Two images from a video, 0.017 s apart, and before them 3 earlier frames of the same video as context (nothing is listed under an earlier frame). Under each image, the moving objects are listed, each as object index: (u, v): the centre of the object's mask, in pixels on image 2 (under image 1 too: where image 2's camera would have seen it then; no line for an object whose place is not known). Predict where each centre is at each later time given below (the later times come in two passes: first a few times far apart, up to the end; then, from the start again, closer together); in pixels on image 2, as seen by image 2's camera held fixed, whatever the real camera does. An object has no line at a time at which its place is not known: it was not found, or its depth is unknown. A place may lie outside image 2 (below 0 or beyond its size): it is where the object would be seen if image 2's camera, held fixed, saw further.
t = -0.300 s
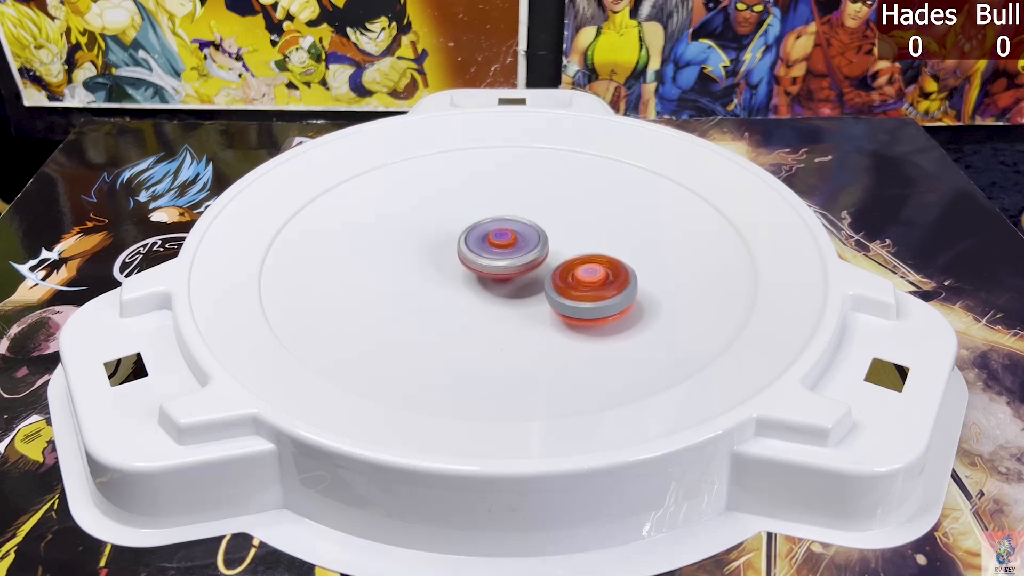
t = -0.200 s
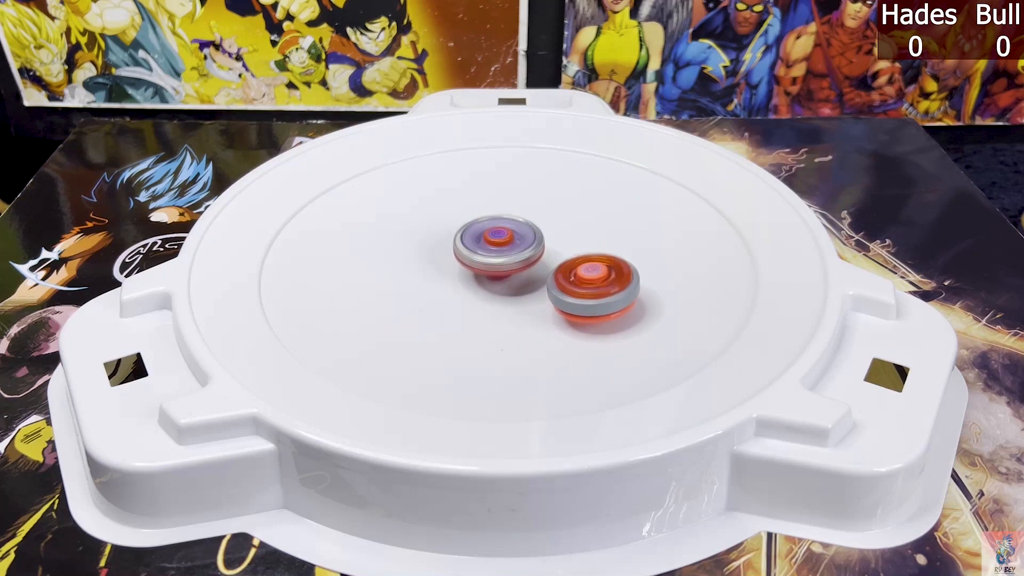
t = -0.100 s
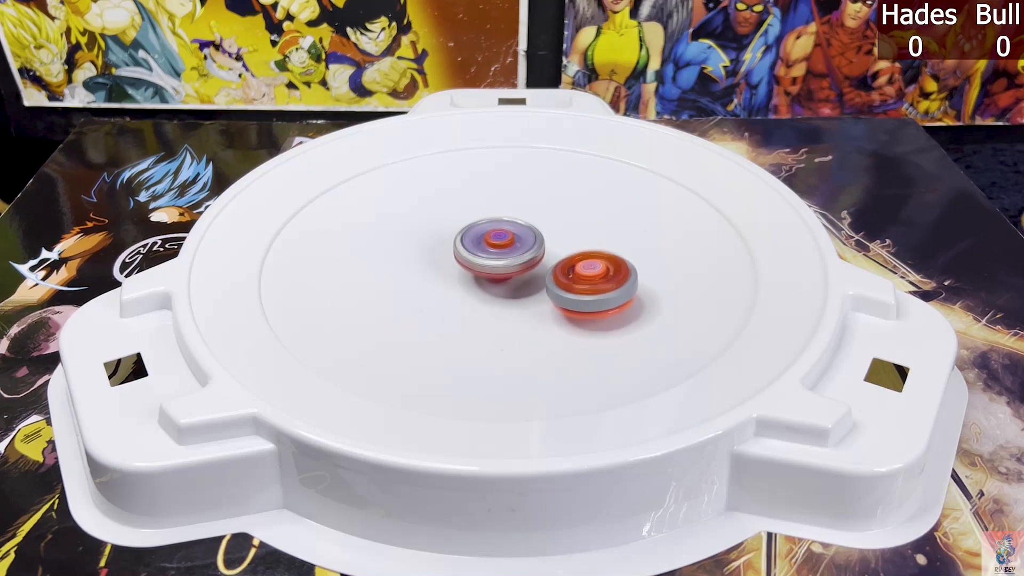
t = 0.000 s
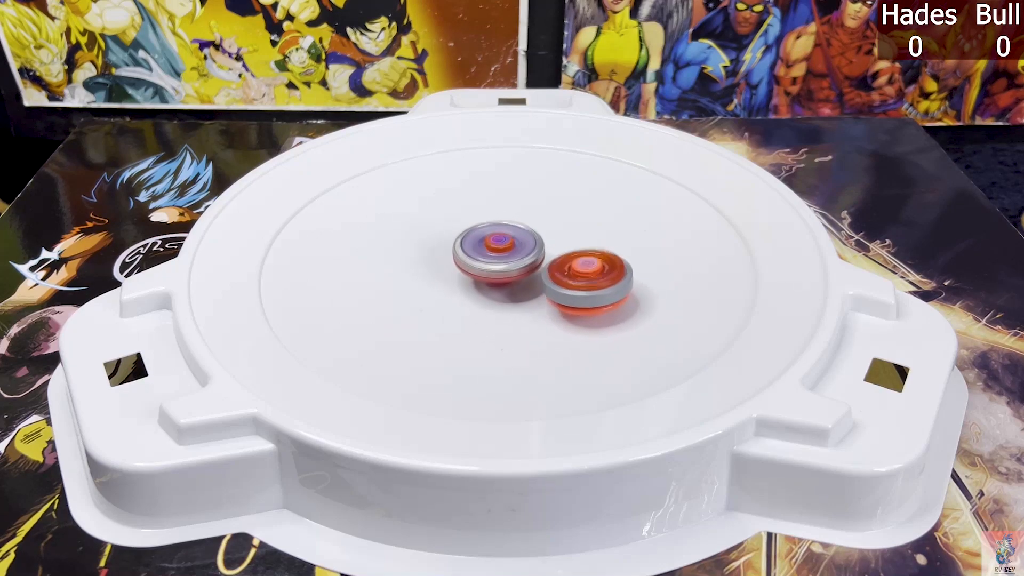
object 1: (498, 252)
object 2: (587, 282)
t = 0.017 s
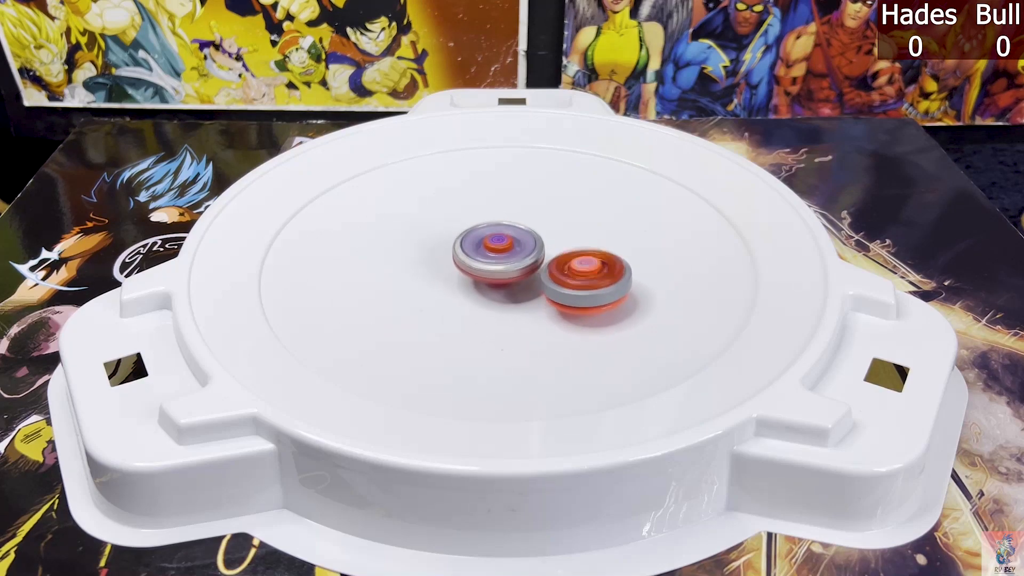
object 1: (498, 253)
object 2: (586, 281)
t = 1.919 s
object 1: (478, 266)
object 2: (562, 216)
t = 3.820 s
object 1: (522, 269)
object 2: (431, 227)
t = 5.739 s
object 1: (517, 252)
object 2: (443, 288)
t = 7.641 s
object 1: (493, 245)
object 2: (532, 312)
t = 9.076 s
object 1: (497, 258)
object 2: (603, 269)
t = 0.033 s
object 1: (498, 253)
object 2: (585, 281)
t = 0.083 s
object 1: (496, 255)
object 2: (582, 280)
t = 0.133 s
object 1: (491, 254)
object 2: (582, 279)
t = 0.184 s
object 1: (488, 253)
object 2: (580, 278)
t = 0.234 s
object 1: (487, 253)
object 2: (576, 276)
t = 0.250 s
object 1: (487, 253)
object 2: (575, 276)
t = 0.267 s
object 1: (487, 253)
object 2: (574, 276)
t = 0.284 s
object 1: (483, 252)
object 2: (578, 276)
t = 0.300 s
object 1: (479, 251)
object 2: (582, 277)
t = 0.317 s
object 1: (477, 250)
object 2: (584, 277)
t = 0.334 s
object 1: (474, 249)
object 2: (585, 277)
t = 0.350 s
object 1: (472, 249)
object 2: (584, 277)
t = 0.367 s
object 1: (471, 248)
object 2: (583, 276)
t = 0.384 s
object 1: (470, 248)
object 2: (583, 276)
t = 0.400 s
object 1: (469, 248)
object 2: (582, 275)
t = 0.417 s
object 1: (469, 248)
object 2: (581, 275)
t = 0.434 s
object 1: (469, 248)
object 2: (580, 274)
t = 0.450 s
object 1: (469, 248)
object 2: (579, 273)
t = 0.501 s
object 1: (469, 250)
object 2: (576, 272)
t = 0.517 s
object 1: (470, 250)
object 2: (575, 271)
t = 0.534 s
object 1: (470, 250)
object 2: (574, 270)
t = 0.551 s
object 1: (470, 251)
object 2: (573, 269)
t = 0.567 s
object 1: (470, 251)
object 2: (572, 269)
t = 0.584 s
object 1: (470, 252)
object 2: (571, 269)
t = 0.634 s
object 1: (472, 253)
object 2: (567, 266)
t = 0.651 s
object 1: (472, 253)
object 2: (566, 266)
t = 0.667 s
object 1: (472, 254)
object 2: (565, 266)
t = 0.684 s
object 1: (473, 254)
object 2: (564, 265)
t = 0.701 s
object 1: (465, 253)
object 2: (573, 265)
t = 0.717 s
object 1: (457, 252)
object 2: (582, 266)
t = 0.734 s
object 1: (452, 250)
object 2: (589, 265)
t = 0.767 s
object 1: (444, 249)
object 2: (598, 265)
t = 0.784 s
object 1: (442, 248)
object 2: (600, 265)
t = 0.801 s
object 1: (440, 248)
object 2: (601, 264)
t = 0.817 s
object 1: (439, 247)
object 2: (601, 263)
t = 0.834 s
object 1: (439, 247)
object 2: (601, 262)
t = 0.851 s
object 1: (439, 247)
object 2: (601, 261)
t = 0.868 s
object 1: (439, 247)
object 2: (600, 260)
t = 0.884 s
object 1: (440, 247)
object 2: (600, 260)
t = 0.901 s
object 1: (441, 247)
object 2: (599, 259)
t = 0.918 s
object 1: (442, 248)
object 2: (599, 258)
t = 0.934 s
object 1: (443, 248)
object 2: (598, 257)
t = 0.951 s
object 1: (444, 249)
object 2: (598, 256)
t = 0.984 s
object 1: (446, 249)
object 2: (596, 254)
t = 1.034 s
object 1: (450, 250)
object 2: (594, 252)
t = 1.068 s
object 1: (452, 251)
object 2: (593, 251)
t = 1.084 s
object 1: (454, 251)
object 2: (592, 250)
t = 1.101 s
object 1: (455, 252)
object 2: (591, 249)
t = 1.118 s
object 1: (457, 252)
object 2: (590, 249)
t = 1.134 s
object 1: (458, 253)
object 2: (589, 248)
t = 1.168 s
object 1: (461, 253)
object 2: (587, 247)
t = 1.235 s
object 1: (467, 254)
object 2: (583, 244)
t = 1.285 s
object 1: (472, 255)
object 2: (580, 242)
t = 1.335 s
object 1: (477, 255)
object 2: (576, 241)
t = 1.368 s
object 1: (480, 255)
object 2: (573, 240)
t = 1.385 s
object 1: (481, 255)
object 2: (572, 239)
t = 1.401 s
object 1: (483, 255)
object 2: (571, 239)
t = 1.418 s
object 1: (484, 255)
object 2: (570, 238)
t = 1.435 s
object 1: (486, 255)
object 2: (568, 237)
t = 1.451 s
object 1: (486, 255)
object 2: (569, 236)
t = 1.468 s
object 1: (485, 255)
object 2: (570, 236)
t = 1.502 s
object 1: (485, 255)
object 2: (568, 235)
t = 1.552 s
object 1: (486, 255)
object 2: (565, 233)
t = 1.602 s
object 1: (483, 255)
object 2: (566, 230)
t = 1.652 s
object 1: (482, 256)
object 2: (563, 229)
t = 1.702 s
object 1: (484, 256)
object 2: (561, 227)
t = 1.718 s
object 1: (485, 256)
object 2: (560, 227)
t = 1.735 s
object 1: (486, 256)
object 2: (559, 226)
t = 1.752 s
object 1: (488, 256)
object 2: (559, 226)
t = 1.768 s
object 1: (489, 256)
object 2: (558, 225)
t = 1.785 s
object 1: (488, 257)
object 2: (559, 223)
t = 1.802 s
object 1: (485, 259)
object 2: (561, 221)
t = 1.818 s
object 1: (482, 261)
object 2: (564, 219)
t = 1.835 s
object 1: (481, 262)
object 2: (565, 218)
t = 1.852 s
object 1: (479, 263)
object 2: (565, 218)
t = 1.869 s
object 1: (479, 264)
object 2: (564, 217)
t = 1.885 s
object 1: (478, 265)
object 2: (563, 217)
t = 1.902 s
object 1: (478, 266)
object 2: (563, 216)
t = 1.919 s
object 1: (478, 266)
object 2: (562, 216)
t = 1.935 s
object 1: (479, 266)
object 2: (561, 215)
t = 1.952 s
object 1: (480, 267)
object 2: (560, 215)
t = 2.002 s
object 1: (483, 267)
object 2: (556, 214)
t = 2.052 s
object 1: (487, 268)
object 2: (553, 214)
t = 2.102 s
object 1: (491, 269)
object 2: (549, 215)
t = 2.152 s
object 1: (495, 270)
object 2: (546, 215)
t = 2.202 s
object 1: (498, 271)
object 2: (543, 215)
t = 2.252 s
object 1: (501, 271)
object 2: (540, 216)
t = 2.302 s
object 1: (503, 271)
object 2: (536, 217)
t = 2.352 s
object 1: (505, 271)
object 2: (532, 217)
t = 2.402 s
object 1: (507, 270)
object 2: (529, 218)
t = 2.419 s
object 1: (508, 270)
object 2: (528, 219)
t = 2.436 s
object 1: (508, 270)
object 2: (527, 219)
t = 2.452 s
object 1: (509, 270)
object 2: (526, 219)
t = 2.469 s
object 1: (507, 272)
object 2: (525, 218)
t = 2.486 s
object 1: (506, 276)
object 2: (525, 217)
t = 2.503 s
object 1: (505, 278)
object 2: (525, 216)
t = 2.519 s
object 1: (504, 279)
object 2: (525, 215)
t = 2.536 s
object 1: (503, 280)
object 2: (524, 214)
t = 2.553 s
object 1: (502, 281)
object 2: (523, 215)
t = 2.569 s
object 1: (501, 281)
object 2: (521, 215)
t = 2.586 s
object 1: (500, 282)
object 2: (520, 215)
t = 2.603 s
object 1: (500, 282)
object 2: (518, 216)
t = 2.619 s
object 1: (499, 282)
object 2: (517, 216)
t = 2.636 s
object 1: (499, 282)
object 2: (515, 216)
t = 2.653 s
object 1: (499, 281)
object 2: (514, 216)
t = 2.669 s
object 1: (499, 281)
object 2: (513, 217)
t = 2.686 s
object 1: (499, 281)
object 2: (511, 217)
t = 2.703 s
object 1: (499, 280)
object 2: (510, 217)
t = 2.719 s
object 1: (499, 280)
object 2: (508, 218)
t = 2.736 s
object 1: (500, 280)
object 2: (507, 218)
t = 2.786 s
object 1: (501, 279)
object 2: (502, 219)
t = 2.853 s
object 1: (502, 277)
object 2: (497, 220)
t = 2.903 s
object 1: (503, 275)
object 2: (493, 221)
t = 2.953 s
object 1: (503, 274)
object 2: (488, 221)
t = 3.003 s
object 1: (504, 272)
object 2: (484, 222)
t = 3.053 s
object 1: (504, 275)
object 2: (479, 221)
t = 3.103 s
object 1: (504, 276)
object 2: (476, 221)
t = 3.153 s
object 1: (504, 276)
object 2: (472, 222)
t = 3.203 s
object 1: (503, 275)
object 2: (468, 223)
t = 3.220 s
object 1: (502, 275)
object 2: (466, 223)
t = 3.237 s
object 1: (502, 274)
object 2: (465, 224)
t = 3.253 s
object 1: (502, 274)
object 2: (463, 224)
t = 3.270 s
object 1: (502, 273)
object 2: (462, 225)
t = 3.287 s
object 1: (502, 272)
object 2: (461, 225)
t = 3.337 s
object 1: (502, 270)
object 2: (457, 225)
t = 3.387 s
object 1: (503, 270)
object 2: (453, 226)
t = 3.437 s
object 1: (505, 270)
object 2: (451, 227)
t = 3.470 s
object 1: (506, 270)
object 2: (449, 228)
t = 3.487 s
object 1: (506, 270)
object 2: (448, 228)
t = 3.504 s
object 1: (506, 270)
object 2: (447, 226)
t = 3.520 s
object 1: (506, 270)
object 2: (446, 229)
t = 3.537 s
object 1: (506, 269)
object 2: (446, 229)
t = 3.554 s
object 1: (506, 268)
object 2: (445, 227)
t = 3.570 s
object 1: (506, 268)
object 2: (444, 230)
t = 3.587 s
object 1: (506, 267)
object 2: (443, 231)
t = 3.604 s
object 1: (505, 266)
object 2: (443, 229)
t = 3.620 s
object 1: (506, 266)
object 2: (442, 229)
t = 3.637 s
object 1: (506, 265)
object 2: (441, 230)
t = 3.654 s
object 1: (507, 265)
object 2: (440, 230)
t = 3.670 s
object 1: (510, 266)
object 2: (438, 228)
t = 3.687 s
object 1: (513, 268)
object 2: (436, 227)
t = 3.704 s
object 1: (515, 268)
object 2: (435, 225)
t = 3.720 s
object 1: (517, 269)
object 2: (434, 225)
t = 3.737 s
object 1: (519, 269)
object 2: (433, 225)
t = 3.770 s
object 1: (520, 269)
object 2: (432, 226)
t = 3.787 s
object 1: (521, 269)
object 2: (432, 226)
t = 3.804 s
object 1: (521, 269)
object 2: (432, 226)
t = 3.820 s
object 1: (522, 269)
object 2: (431, 227)
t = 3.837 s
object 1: (522, 269)
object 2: (431, 227)
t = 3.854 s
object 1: (522, 268)
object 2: (431, 228)
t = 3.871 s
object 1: (522, 268)
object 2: (431, 229)
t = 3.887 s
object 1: (523, 267)
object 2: (430, 229)
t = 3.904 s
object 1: (523, 266)
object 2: (430, 230)
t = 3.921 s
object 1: (524, 265)
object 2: (430, 230)
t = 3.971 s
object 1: (525, 263)
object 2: (431, 232)
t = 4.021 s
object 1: (526, 262)
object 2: (432, 234)
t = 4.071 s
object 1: (527, 260)
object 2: (434, 237)
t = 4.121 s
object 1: (527, 259)
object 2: (436, 239)
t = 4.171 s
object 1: (527, 257)
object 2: (438, 242)
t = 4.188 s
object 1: (527, 257)
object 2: (439, 242)
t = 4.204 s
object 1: (527, 256)
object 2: (440, 243)
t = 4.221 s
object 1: (527, 256)
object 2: (440, 244)
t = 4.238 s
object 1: (528, 256)
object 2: (440, 245)
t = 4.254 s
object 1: (530, 257)
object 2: (438, 244)
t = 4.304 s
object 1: (535, 257)
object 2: (437, 245)
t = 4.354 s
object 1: (537, 258)
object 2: (439, 248)
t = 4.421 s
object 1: (535, 259)
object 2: (441, 251)
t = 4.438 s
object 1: (535, 259)
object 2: (441, 252)
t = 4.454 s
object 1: (534, 259)
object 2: (442, 253)
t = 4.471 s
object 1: (533, 259)
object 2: (442, 254)
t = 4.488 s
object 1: (533, 259)
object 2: (442, 255)
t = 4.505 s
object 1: (537, 259)
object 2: (438, 255)
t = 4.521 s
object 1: (540, 260)
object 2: (434, 254)
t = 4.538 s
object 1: (542, 260)
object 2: (432, 255)
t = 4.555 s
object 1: (544, 260)
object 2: (432, 255)
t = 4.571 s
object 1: (545, 261)
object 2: (432, 256)
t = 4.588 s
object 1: (545, 261)
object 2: (432, 257)
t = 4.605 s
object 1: (546, 261)
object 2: (432, 258)
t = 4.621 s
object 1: (546, 262)
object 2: (432, 259)
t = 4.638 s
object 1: (546, 262)
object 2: (432, 259)
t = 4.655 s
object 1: (545, 262)
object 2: (432, 260)
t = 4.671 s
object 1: (544, 262)
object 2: (433, 261)
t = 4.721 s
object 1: (542, 262)
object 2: (433, 264)
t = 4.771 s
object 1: (540, 262)
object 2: (434, 266)
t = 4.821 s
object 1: (537, 261)
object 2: (435, 268)
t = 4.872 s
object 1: (534, 261)
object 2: (436, 270)
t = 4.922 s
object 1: (531, 261)
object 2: (437, 272)
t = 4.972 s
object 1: (529, 261)
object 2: (438, 274)
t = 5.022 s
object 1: (530, 260)
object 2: (436, 276)
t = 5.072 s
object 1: (532, 260)
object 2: (436, 278)
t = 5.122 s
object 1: (531, 260)
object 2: (437, 279)
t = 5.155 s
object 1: (530, 261)
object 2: (437, 281)
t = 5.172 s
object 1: (529, 261)
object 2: (437, 281)
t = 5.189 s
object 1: (528, 261)
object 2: (438, 281)
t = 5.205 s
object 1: (527, 261)
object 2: (438, 282)
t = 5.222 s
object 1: (526, 261)
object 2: (438, 282)
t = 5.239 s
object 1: (528, 260)
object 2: (434, 283)
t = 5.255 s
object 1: (530, 260)
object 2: (431, 284)
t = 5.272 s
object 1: (532, 259)
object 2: (429, 284)
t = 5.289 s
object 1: (532, 259)
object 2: (429, 284)
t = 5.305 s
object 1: (533, 259)
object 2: (429, 284)
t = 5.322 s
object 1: (532, 259)
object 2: (429, 285)
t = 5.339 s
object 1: (533, 258)
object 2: (430, 285)
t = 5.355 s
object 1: (532, 258)
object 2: (430, 285)
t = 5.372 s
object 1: (532, 258)
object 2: (430, 286)
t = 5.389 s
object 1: (532, 258)
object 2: (430, 286)
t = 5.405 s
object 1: (531, 258)
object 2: (431, 286)
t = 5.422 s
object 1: (530, 258)
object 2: (431, 286)
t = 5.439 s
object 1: (529, 258)
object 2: (432, 287)
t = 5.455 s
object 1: (528, 258)
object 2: (432, 287)
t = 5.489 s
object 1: (526, 257)
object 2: (433, 287)
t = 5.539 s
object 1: (522, 257)
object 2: (435, 288)
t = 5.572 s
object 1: (519, 256)
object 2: (437, 288)
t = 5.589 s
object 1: (518, 256)
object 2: (438, 288)
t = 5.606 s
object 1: (517, 256)
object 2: (438, 288)
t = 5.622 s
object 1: (517, 255)
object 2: (439, 288)
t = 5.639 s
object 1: (517, 254)
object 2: (438, 288)
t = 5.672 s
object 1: (517, 253)
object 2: (440, 288)
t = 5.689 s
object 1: (518, 253)
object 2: (441, 288)
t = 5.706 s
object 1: (517, 252)
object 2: (442, 288)
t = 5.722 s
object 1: (518, 252)
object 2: (443, 288)
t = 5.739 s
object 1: (517, 252)
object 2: (443, 288)
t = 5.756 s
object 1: (518, 251)
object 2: (445, 288)
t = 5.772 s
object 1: (518, 251)
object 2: (444, 288)
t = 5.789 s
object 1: (519, 251)
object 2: (445, 288)
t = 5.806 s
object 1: (519, 250)
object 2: (446, 288)
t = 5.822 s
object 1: (520, 250)
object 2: (447, 288)
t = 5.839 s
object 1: (520, 249)
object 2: (448, 288)
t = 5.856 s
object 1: (521, 249)
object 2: (449, 288)
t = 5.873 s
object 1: (521, 249)
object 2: (450, 288)
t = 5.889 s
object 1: (521, 249)
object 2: (450, 288)
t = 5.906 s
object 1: (526, 247)
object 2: (443, 290)
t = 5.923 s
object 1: (530, 244)
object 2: (437, 292)
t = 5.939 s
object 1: (534, 243)
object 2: (433, 293)
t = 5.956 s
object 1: (536, 241)
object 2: (431, 293)
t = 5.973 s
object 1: (538, 240)
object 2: (429, 294)
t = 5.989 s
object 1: (539, 240)
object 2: (430, 294)
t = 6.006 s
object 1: (540, 239)
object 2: (431, 294)
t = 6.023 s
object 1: (541, 239)
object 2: (432, 294)
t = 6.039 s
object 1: (541, 239)
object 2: (433, 294)
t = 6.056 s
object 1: (541, 239)
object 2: (434, 295)
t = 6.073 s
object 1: (541, 238)
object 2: (436, 295)
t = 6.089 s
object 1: (540, 238)
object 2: (437, 295)
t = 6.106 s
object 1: (540, 238)
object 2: (438, 295)
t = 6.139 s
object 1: (539, 238)
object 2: (441, 296)
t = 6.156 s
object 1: (538, 238)
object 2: (442, 296)
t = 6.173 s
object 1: (538, 238)
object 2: (444, 296)
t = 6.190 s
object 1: (537, 237)
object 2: (445, 296)
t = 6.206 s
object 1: (536, 237)
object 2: (446, 296)
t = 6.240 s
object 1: (535, 237)
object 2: (449, 296)
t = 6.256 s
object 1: (535, 237)
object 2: (450, 296)
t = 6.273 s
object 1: (534, 237)
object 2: (452, 296)
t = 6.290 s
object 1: (533, 237)
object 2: (453, 296)
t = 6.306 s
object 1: (533, 237)
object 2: (455, 296)
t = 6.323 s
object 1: (532, 238)
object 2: (456, 296)
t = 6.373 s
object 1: (531, 238)
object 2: (460, 296)
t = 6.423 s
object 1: (529, 240)
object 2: (465, 296)
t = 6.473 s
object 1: (527, 240)
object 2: (470, 296)
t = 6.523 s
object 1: (526, 241)
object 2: (475, 296)
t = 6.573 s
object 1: (525, 242)
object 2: (481, 295)
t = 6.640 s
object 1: (526, 240)
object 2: (481, 300)
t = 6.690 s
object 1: (527, 240)
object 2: (486, 300)
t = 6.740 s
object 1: (528, 241)
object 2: (490, 300)
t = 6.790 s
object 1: (527, 242)
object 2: (494, 301)
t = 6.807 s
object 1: (527, 242)
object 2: (496, 301)
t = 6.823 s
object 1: (526, 243)
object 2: (498, 301)
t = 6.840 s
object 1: (525, 244)
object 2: (499, 301)
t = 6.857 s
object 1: (524, 244)
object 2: (500, 303)
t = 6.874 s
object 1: (525, 243)
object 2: (499, 305)
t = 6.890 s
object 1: (524, 243)
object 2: (499, 307)
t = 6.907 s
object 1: (524, 242)
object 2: (500, 307)
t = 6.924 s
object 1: (524, 242)
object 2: (501, 307)
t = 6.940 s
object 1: (524, 242)
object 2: (502, 307)
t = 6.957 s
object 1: (524, 242)
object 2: (503, 307)
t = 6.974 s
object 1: (523, 242)
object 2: (504, 308)
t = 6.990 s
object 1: (523, 242)
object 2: (505, 308)
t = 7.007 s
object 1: (523, 243)
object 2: (506, 308)
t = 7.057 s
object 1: (520, 244)
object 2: (509, 309)
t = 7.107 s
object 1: (518, 246)
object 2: (512, 310)
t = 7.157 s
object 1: (514, 248)
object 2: (515, 310)
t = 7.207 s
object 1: (511, 249)
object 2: (518, 309)
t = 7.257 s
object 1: (507, 250)
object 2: (520, 309)
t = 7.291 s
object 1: (505, 251)
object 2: (520, 309)
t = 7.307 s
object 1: (504, 251)
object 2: (521, 308)
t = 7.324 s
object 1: (503, 252)
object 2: (522, 308)
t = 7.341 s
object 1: (502, 251)
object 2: (523, 310)
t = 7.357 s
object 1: (502, 249)
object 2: (523, 314)
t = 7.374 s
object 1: (501, 248)
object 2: (524, 316)
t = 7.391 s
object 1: (500, 246)
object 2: (525, 317)
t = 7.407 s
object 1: (500, 245)
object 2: (525, 317)
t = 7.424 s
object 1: (499, 244)
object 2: (526, 317)
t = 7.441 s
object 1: (499, 244)
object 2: (526, 316)
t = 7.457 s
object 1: (499, 244)
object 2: (527, 316)
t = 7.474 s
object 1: (498, 243)
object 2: (527, 316)
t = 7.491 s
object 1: (498, 243)
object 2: (528, 316)
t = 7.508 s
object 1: (498, 243)
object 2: (528, 316)
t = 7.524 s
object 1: (498, 244)
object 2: (529, 316)
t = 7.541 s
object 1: (497, 244)
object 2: (529, 315)
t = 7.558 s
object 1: (497, 244)
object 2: (530, 315)
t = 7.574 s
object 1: (496, 244)
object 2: (531, 315)
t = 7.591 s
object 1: (495, 244)
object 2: (531, 314)
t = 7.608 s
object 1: (494, 245)
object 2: (532, 313)
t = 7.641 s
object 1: (493, 245)
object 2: (532, 312)
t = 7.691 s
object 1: (491, 246)
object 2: (533, 311)
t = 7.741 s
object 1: (489, 247)
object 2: (534, 309)
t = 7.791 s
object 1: (488, 247)
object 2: (536, 307)
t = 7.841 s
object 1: (487, 248)
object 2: (536, 304)
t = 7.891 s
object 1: (487, 248)
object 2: (537, 302)
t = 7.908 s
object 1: (487, 248)
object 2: (538, 301)
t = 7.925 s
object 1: (487, 248)
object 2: (539, 300)
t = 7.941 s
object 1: (487, 249)
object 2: (539, 300)
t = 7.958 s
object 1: (487, 249)
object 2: (540, 299)
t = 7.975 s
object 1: (486, 249)
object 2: (541, 298)
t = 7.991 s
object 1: (485, 246)
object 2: (545, 302)
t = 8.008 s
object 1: (483, 242)
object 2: (550, 305)
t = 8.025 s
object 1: (481, 239)
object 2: (554, 308)
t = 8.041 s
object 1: (480, 237)
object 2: (557, 310)
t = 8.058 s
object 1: (479, 235)
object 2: (559, 310)
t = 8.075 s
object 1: (479, 234)
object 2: (561, 310)
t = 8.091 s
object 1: (478, 233)
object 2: (562, 309)
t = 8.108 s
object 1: (479, 232)
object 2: (563, 309)
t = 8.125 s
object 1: (479, 232)
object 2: (564, 308)
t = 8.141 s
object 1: (480, 232)
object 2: (566, 307)
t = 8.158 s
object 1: (481, 232)
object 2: (567, 306)
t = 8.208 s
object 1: (483, 233)
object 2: (570, 304)
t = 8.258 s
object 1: (484, 234)
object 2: (575, 301)
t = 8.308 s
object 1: (485, 236)
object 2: (578, 299)
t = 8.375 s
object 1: (487, 239)
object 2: (582, 296)
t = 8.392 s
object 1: (488, 240)
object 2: (583, 295)
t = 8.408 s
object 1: (488, 240)
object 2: (584, 294)
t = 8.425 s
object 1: (489, 241)
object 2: (585, 294)
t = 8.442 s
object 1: (489, 242)
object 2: (585, 293)
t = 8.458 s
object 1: (490, 242)
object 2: (586, 292)
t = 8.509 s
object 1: (492, 245)
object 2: (588, 290)
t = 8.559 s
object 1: (493, 246)
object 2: (590, 287)
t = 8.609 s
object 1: (495, 249)
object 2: (591, 285)
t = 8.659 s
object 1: (497, 250)
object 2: (592, 283)
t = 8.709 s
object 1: (500, 252)
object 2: (593, 281)
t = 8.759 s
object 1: (503, 254)
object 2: (593, 279)
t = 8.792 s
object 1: (505, 255)
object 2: (593, 277)
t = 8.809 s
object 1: (505, 256)
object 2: (593, 277)
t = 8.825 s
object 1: (506, 256)
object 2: (594, 276)
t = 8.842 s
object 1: (502, 255)
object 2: (599, 276)
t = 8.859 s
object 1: (500, 255)
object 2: (602, 276)
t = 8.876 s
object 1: (498, 255)
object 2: (603, 276)
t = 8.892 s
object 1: (497, 254)
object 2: (604, 276)
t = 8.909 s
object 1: (496, 255)
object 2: (604, 275)
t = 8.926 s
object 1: (495, 255)
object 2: (604, 274)
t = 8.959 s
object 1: (495, 255)
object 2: (604, 273)
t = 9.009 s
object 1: (496, 256)
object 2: (604, 271)
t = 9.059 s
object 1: (496, 258)
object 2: (604, 269)
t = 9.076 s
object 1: (497, 258)
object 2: (603, 269)
